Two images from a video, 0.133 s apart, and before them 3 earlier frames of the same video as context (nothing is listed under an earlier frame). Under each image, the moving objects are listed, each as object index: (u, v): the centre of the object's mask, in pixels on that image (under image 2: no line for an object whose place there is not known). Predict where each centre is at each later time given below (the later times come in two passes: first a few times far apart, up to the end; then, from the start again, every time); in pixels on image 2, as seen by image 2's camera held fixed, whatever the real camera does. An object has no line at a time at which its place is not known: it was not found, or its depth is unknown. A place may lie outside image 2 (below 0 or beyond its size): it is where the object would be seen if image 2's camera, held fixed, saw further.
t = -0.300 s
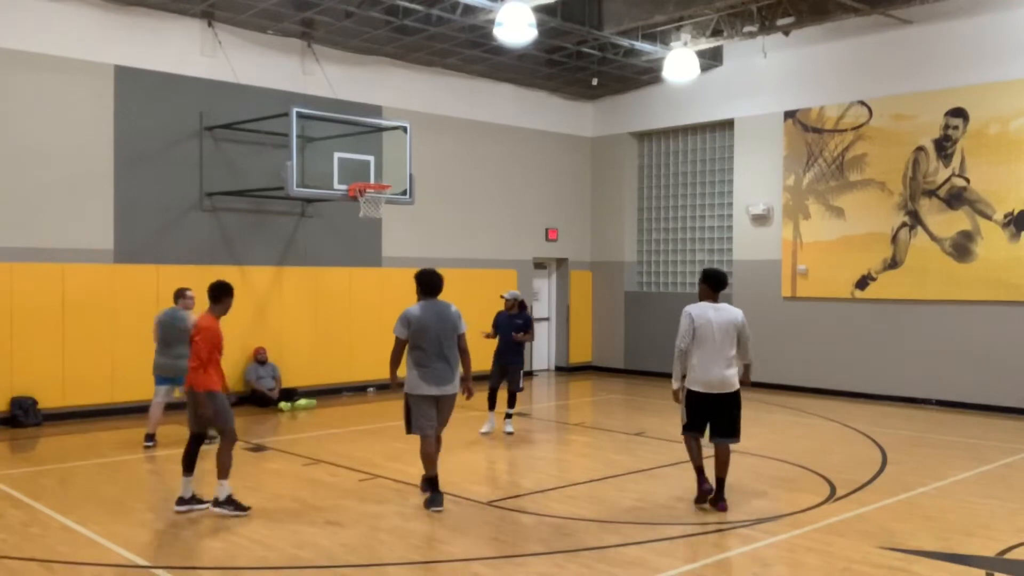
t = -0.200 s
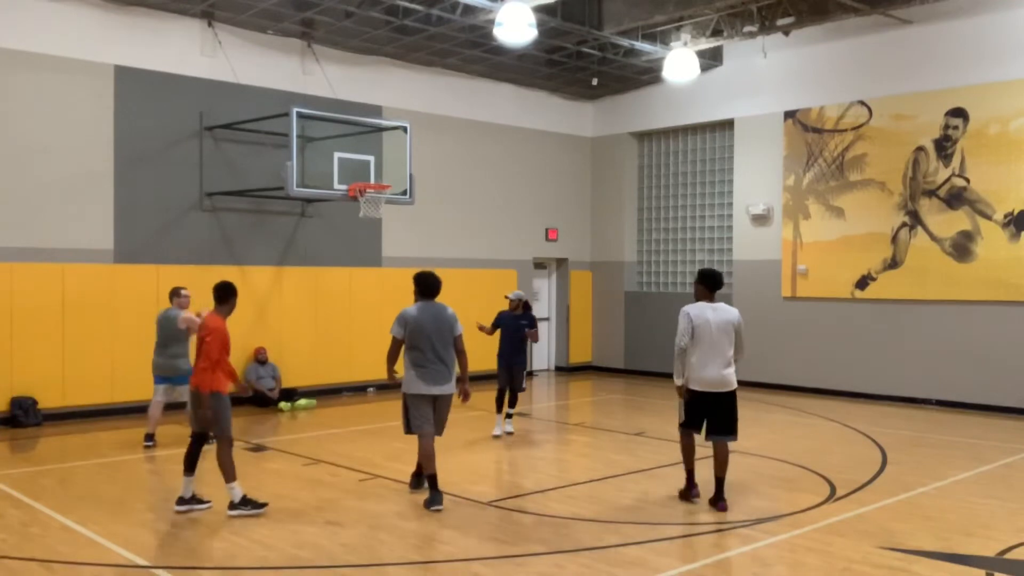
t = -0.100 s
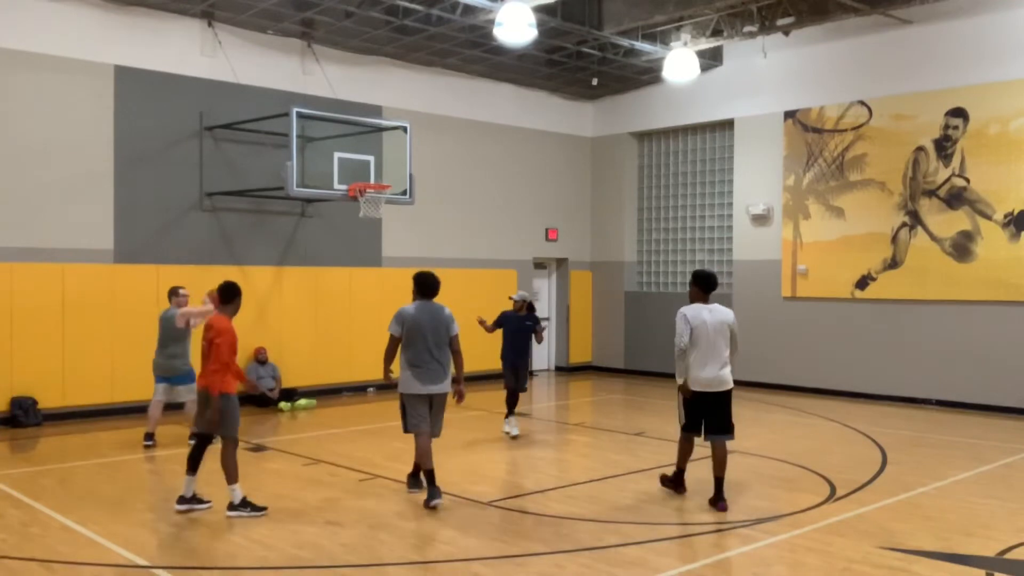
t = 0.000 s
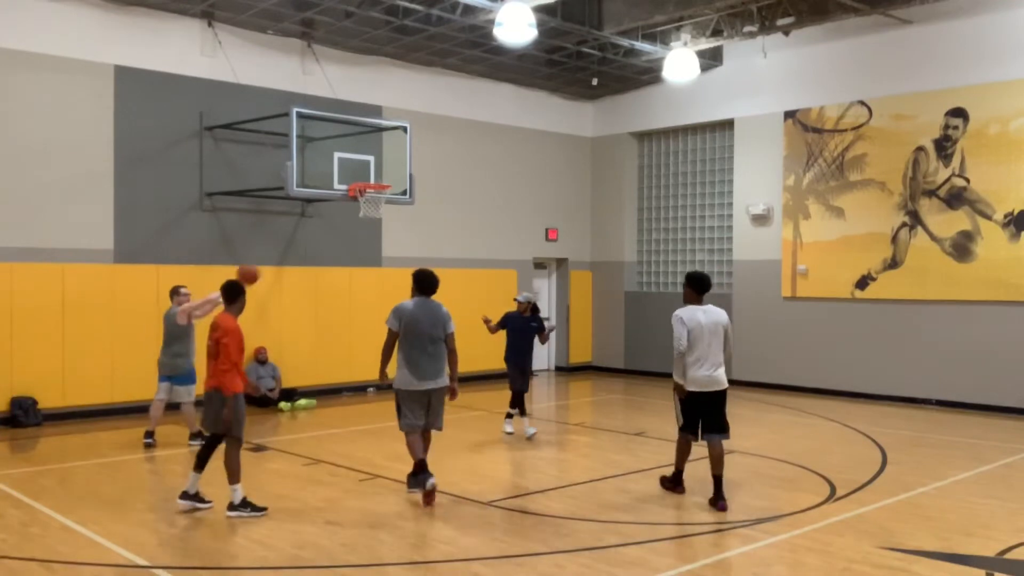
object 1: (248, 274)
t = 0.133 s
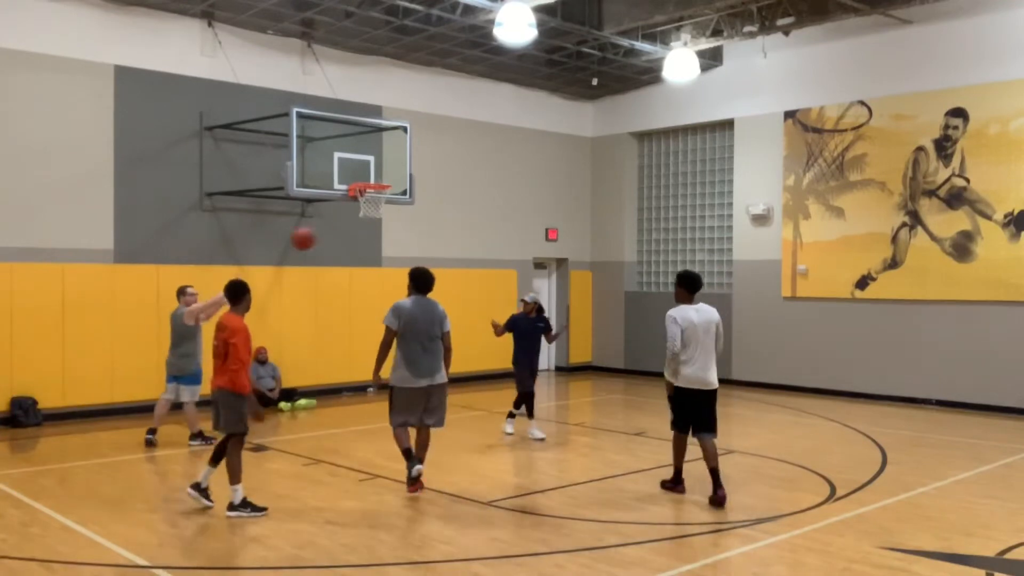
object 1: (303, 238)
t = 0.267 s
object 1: (361, 217)
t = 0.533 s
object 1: (488, 224)
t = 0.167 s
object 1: (317, 231)
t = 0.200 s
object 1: (332, 226)
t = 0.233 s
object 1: (346, 221)
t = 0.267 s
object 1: (361, 217)
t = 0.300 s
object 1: (376, 215)
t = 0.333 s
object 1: (392, 214)
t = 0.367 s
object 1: (407, 213)
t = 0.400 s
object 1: (423, 212)
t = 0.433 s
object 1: (439, 213)
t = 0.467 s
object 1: (455, 216)
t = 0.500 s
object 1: (471, 219)
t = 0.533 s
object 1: (488, 224)
